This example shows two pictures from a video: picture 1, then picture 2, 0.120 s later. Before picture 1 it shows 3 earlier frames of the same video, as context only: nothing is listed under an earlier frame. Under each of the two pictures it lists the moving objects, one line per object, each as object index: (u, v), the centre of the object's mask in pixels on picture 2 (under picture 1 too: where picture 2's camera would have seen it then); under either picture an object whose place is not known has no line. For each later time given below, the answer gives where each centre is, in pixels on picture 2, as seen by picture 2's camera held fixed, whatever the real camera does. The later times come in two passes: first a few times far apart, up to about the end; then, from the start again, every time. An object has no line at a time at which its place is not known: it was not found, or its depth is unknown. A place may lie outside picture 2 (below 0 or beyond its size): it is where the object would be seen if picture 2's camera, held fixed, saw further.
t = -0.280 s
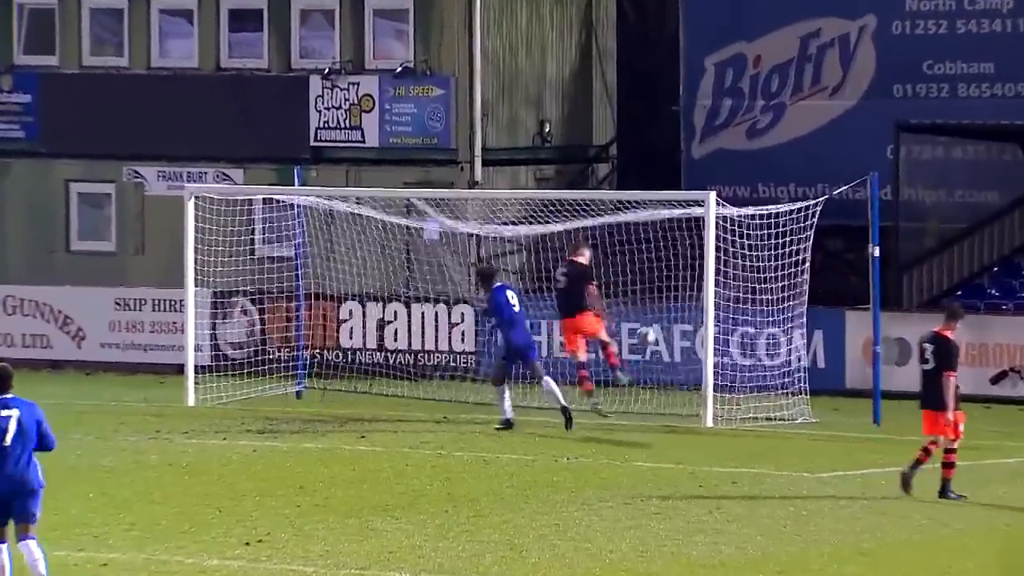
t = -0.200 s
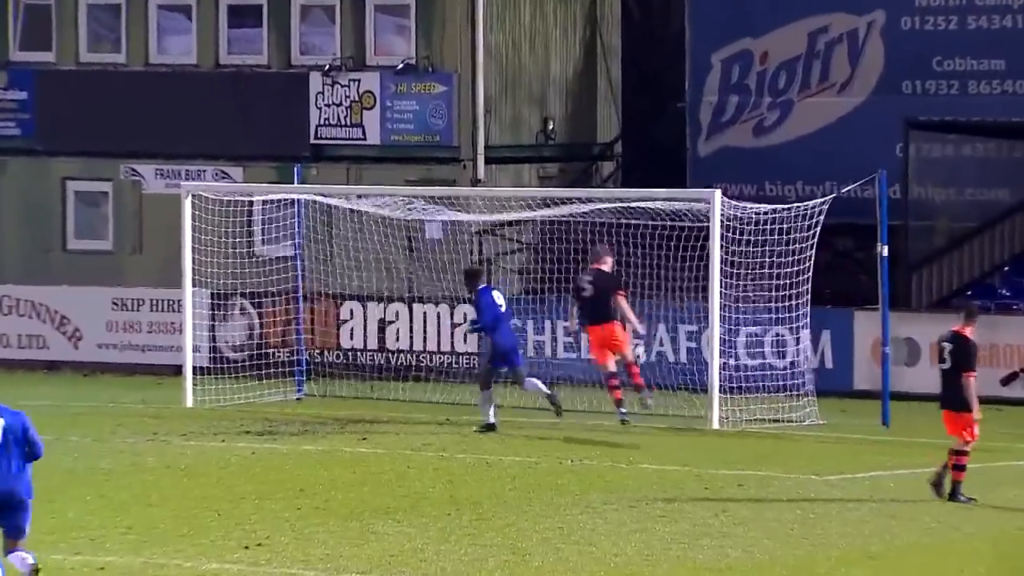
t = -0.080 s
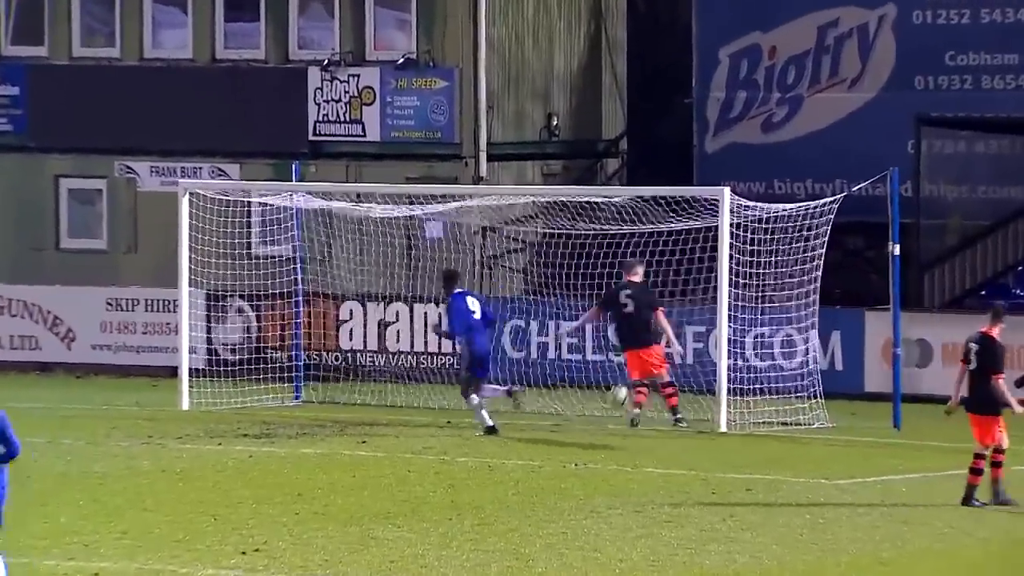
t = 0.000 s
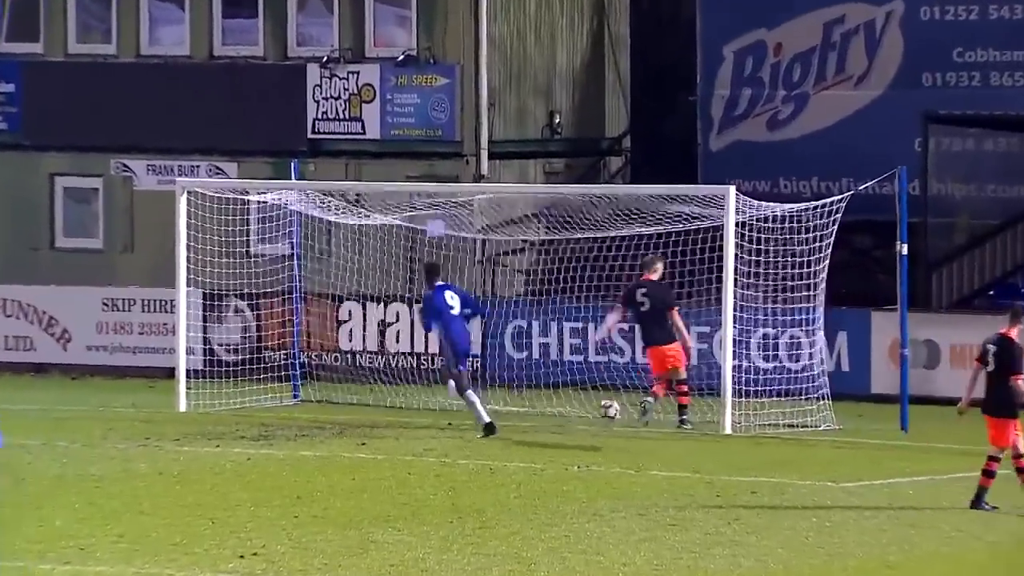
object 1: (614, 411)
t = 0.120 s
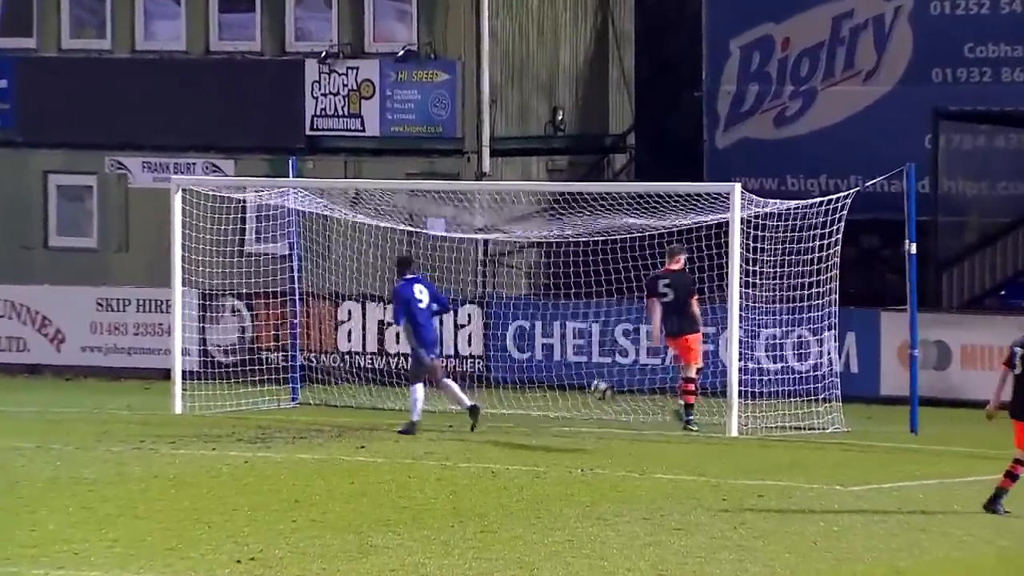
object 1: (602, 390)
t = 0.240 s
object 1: (591, 381)
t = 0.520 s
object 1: (565, 415)
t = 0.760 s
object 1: (541, 421)
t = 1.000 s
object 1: (520, 428)
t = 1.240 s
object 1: (500, 430)
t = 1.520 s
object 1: (478, 433)
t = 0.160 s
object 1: (598, 385)
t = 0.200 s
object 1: (594, 382)
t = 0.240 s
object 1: (591, 381)
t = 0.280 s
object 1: (587, 382)
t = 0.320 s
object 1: (584, 384)
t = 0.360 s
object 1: (581, 386)
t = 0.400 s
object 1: (577, 392)
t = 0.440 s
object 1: (573, 398)
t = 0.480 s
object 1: (568, 407)
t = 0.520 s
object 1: (565, 415)
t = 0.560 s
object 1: (562, 423)
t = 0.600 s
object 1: (557, 420)
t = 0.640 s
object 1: (554, 418)
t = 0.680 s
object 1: (550, 417)
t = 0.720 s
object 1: (548, 418)
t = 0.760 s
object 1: (541, 421)
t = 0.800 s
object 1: (539, 425)
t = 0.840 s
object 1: (534, 426)
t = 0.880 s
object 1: (531, 424)
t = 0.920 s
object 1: (528, 424)
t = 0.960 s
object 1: (525, 425)
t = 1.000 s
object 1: (520, 428)
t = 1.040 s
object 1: (516, 428)
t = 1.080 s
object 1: (513, 428)
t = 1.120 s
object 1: (509, 429)
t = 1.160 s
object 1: (506, 430)
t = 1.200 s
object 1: (503, 430)
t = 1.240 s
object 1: (500, 430)
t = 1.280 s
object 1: (495, 430)
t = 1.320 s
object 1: (493, 430)
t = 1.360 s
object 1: (490, 431)
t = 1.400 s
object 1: (487, 432)
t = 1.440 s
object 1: (483, 432)
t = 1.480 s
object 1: (480, 433)
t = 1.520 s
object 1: (478, 433)
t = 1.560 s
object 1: (474, 433)
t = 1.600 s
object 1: (471, 433)
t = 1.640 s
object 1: (468, 434)
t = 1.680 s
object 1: (466, 434)
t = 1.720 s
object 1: (462, 434)
